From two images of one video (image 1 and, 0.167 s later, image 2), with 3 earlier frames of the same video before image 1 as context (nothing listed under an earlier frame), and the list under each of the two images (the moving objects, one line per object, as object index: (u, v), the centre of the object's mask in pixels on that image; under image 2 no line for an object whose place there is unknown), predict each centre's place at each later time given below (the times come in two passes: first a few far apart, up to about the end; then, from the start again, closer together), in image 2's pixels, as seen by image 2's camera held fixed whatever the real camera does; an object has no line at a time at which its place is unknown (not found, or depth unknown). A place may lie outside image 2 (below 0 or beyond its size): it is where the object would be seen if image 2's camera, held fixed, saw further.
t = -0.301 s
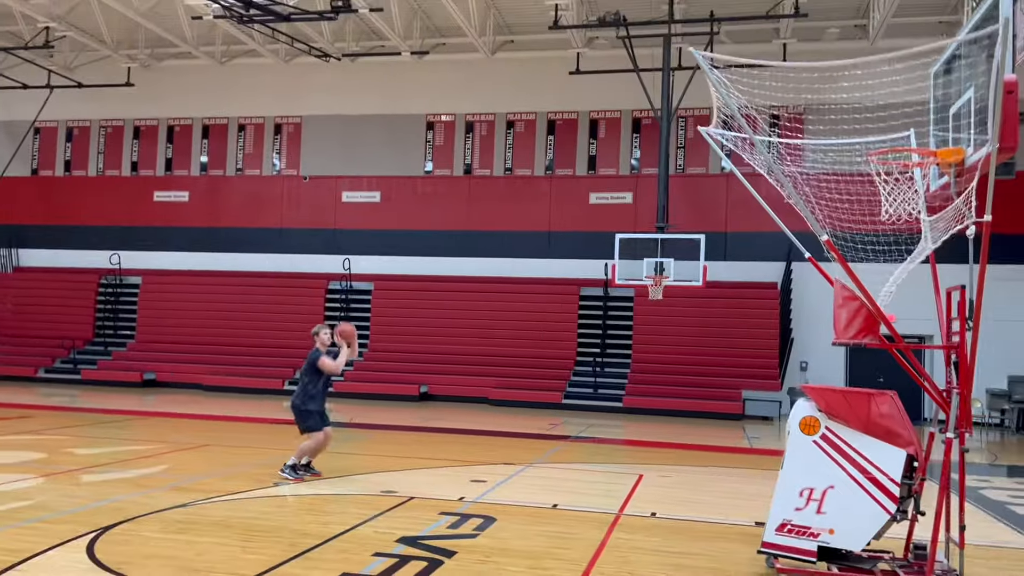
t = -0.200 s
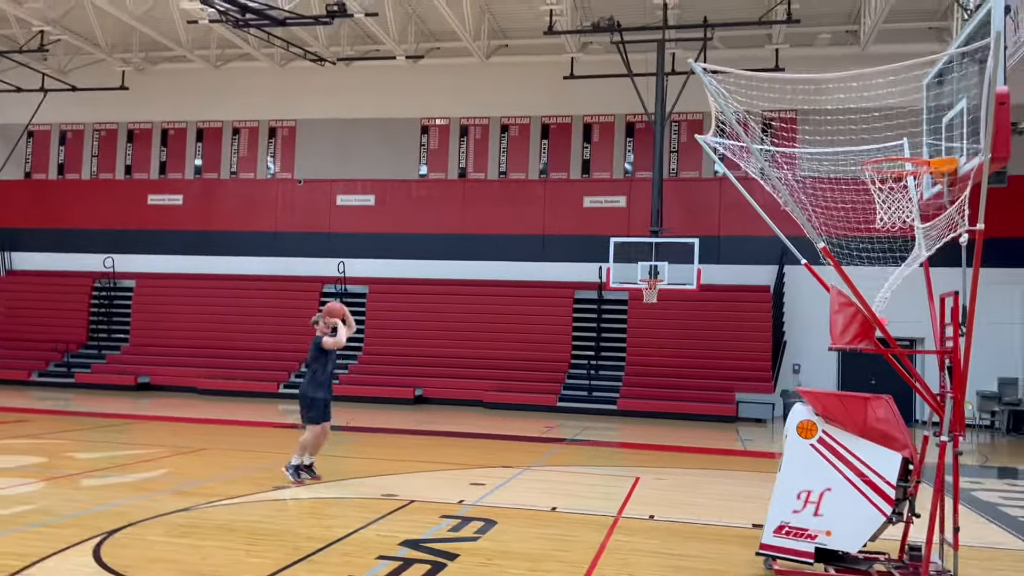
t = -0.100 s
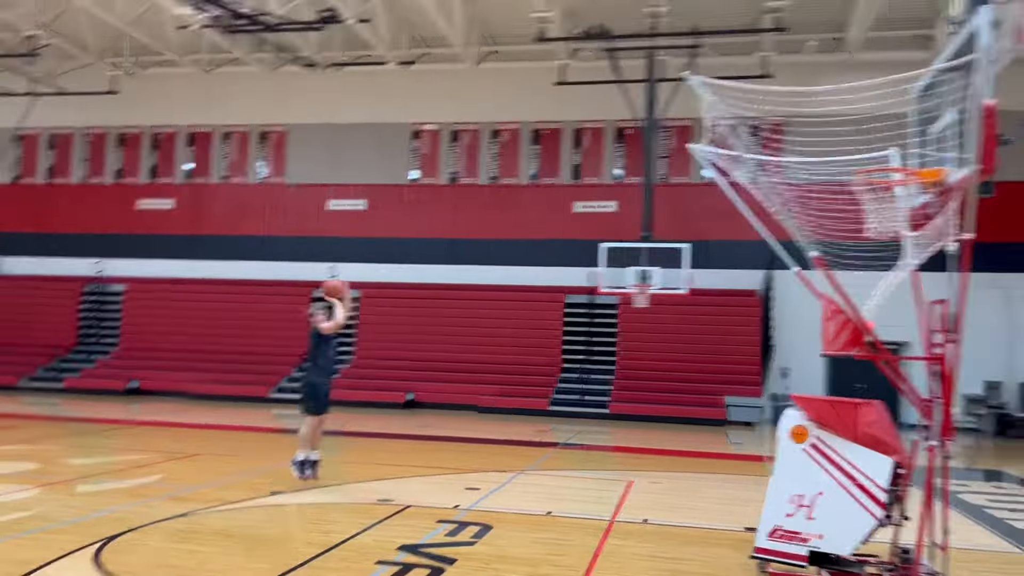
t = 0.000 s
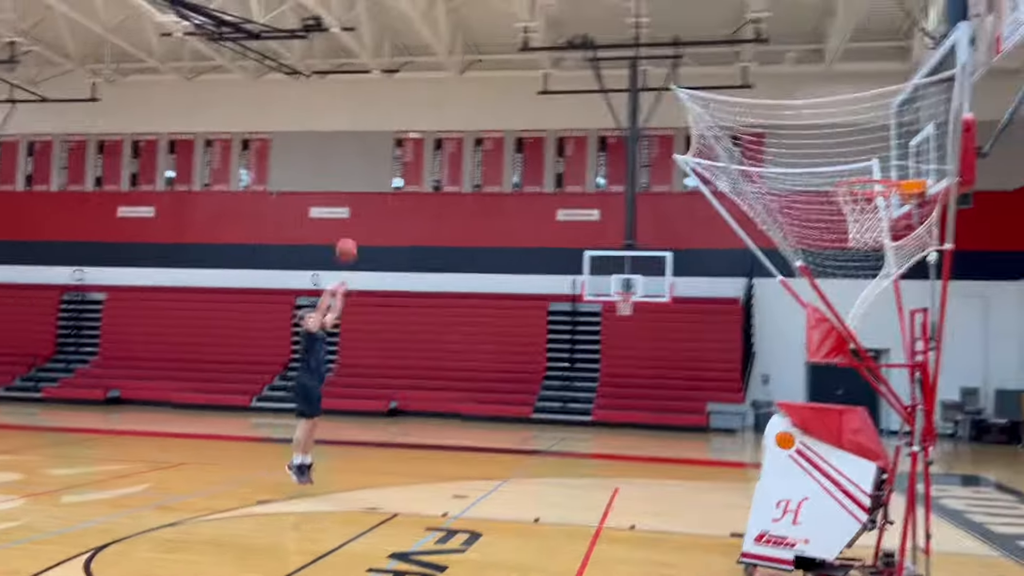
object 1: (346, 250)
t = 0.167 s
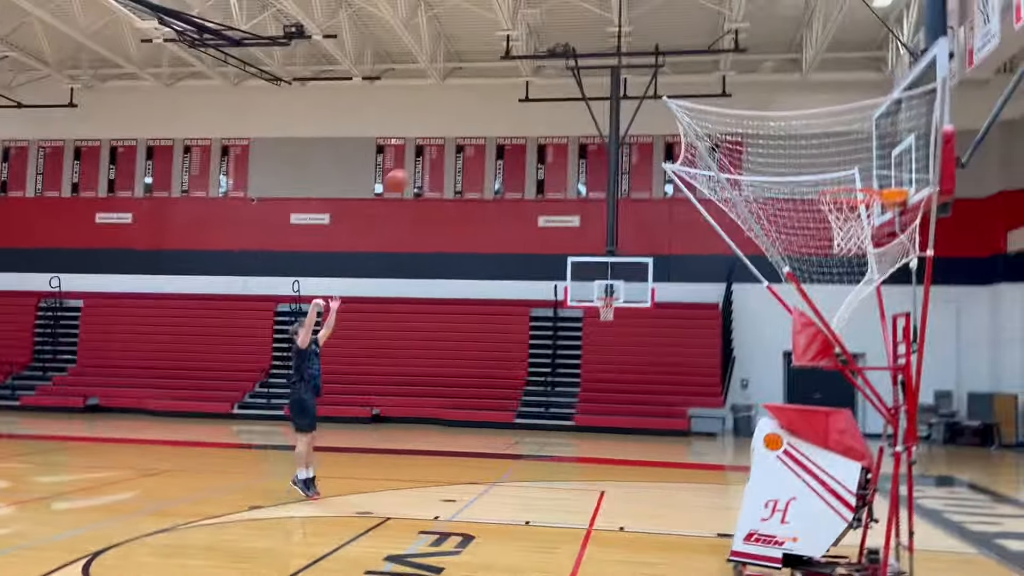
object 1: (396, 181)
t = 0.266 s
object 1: (440, 144)
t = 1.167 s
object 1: (886, 223)
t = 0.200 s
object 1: (410, 166)
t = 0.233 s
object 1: (425, 154)
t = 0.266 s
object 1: (440, 144)
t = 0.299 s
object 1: (453, 136)
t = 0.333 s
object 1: (465, 125)
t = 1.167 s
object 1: (886, 223)
